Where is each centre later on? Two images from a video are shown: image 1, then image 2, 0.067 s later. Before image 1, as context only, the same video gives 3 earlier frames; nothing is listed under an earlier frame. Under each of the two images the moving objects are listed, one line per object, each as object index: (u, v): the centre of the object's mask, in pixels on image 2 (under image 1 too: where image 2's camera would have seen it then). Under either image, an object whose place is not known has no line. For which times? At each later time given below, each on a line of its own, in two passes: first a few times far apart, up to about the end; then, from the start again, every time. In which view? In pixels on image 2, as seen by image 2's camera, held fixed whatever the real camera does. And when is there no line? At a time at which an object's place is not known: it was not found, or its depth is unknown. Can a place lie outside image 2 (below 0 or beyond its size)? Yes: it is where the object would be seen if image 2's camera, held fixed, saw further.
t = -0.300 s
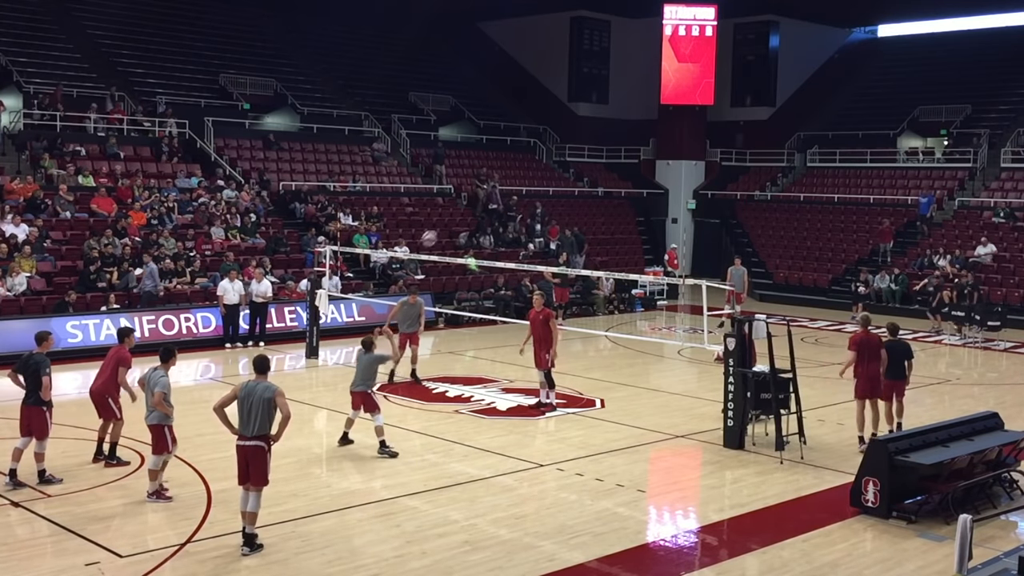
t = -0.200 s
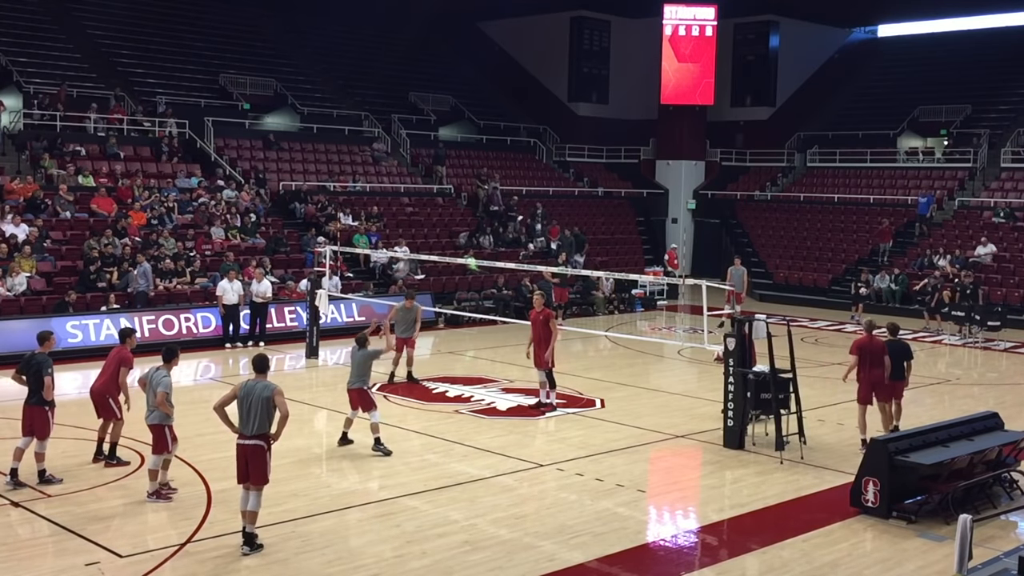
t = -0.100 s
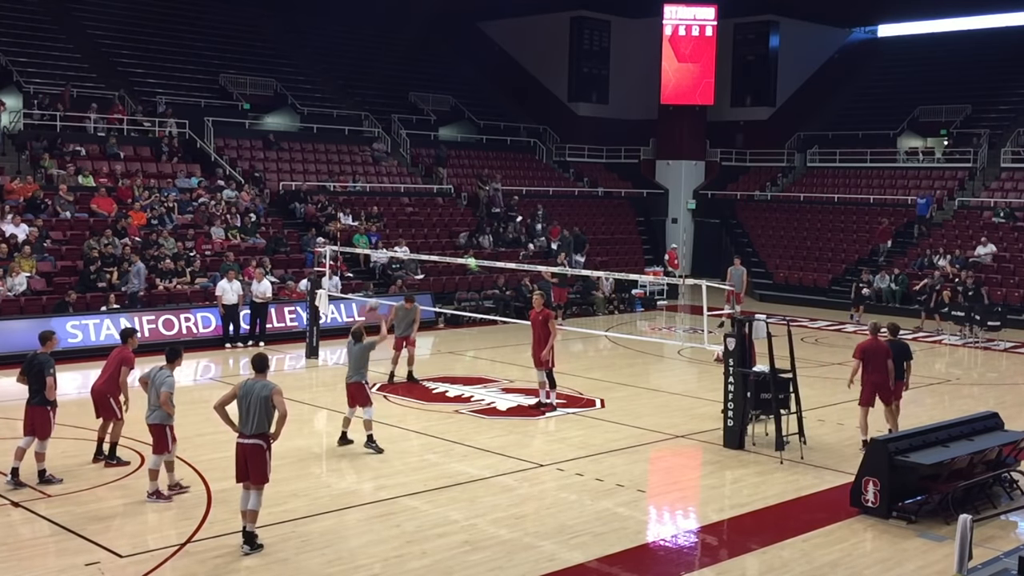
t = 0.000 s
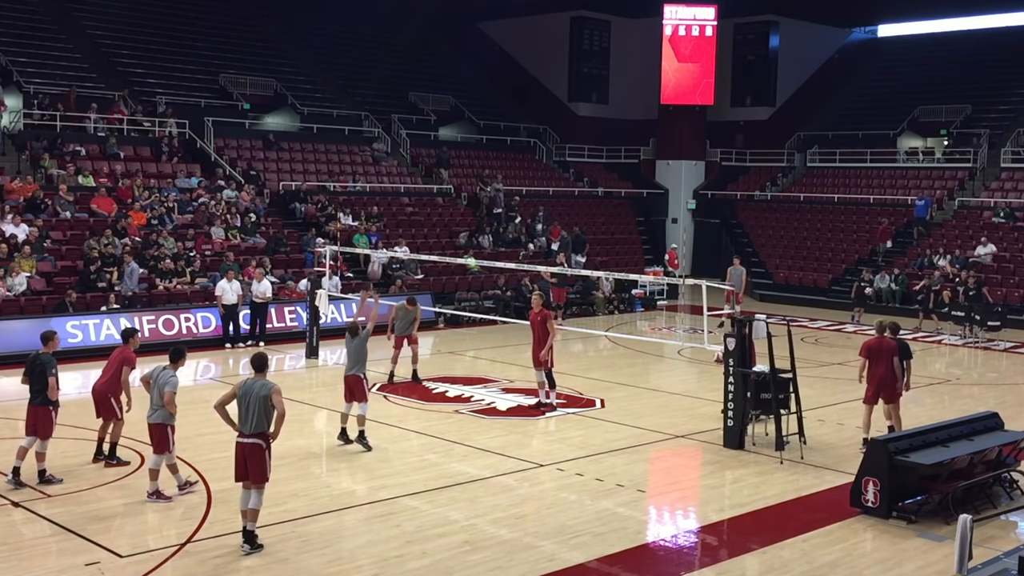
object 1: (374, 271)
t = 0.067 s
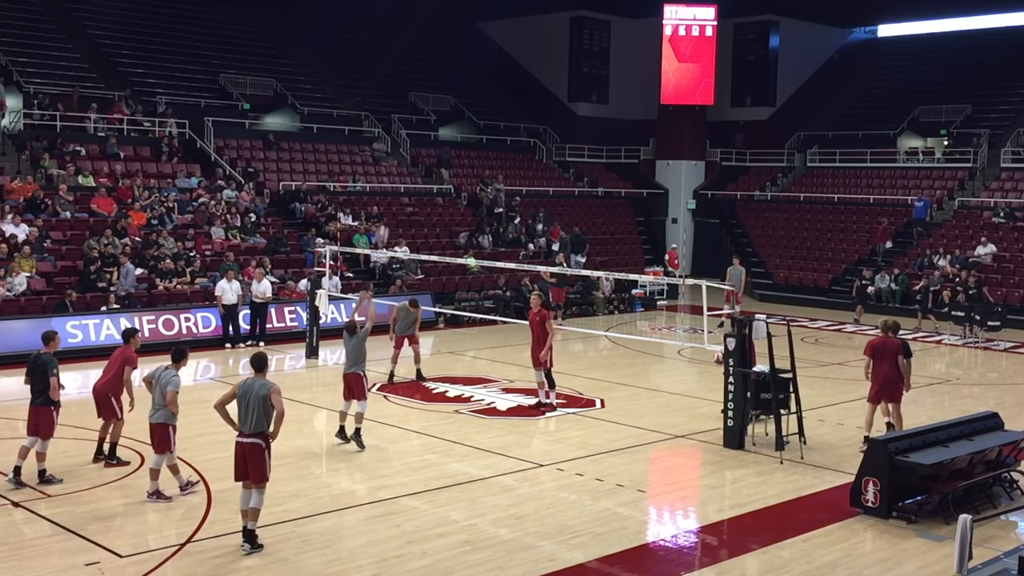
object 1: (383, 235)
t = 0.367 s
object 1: (412, 126)
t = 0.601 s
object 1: (435, 88)
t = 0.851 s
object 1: (457, 87)
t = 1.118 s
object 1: (477, 126)
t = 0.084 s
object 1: (383, 227)
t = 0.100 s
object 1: (385, 219)
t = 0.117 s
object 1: (387, 212)
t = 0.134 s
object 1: (388, 205)
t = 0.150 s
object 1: (390, 198)
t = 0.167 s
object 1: (392, 191)
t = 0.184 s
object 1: (394, 184)
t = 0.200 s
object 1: (396, 176)
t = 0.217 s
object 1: (397, 171)
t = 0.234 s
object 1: (399, 166)
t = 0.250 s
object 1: (401, 159)
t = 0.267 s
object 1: (402, 155)
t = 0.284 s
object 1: (404, 150)
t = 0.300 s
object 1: (406, 145)
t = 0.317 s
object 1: (407, 139)
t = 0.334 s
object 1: (409, 135)
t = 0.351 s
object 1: (411, 130)
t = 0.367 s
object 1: (412, 126)
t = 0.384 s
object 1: (414, 122)
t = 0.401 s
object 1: (416, 118)
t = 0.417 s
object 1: (417, 115)
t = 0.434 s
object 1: (419, 111)
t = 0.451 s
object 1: (421, 108)
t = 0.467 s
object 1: (422, 105)
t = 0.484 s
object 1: (424, 102)
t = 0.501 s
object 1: (425, 100)
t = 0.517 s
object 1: (427, 97)
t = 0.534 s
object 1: (429, 95)
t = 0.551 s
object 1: (430, 93)
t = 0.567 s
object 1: (432, 91)
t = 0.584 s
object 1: (433, 89)
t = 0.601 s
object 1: (435, 88)
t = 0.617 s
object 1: (437, 86)
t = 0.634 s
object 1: (438, 85)
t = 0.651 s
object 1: (440, 84)
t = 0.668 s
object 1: (441, 84)
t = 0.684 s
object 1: (443, 83)
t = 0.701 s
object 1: (444, 83)
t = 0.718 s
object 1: (446, 83)
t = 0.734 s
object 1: (447, 82)
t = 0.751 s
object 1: (448, 83)
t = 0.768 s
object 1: (450, 83)
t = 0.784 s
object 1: (451, 83)
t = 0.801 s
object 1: (453, 84)
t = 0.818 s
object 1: (454, 85)
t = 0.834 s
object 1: (455, 86)
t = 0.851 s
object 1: (457, 87)
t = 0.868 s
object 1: (458, 88)
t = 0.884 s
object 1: (460, 89)
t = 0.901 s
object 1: (461, 91)
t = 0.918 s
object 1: (462, 93)
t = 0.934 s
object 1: (463, 95)
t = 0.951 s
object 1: (465, 97)
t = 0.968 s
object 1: (466, 99)
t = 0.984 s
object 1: (467, 101)
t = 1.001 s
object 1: (468, 104)
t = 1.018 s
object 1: (470, 107)
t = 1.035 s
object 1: (471, 110)
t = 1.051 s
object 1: (472, 113)
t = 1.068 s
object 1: (473, 116)
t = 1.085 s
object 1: (475, 119)
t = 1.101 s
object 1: (476, 122)
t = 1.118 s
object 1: (477, 126)
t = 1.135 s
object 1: (479, 129)
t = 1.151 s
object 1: (479, 134)
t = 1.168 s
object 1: (481, 137)
